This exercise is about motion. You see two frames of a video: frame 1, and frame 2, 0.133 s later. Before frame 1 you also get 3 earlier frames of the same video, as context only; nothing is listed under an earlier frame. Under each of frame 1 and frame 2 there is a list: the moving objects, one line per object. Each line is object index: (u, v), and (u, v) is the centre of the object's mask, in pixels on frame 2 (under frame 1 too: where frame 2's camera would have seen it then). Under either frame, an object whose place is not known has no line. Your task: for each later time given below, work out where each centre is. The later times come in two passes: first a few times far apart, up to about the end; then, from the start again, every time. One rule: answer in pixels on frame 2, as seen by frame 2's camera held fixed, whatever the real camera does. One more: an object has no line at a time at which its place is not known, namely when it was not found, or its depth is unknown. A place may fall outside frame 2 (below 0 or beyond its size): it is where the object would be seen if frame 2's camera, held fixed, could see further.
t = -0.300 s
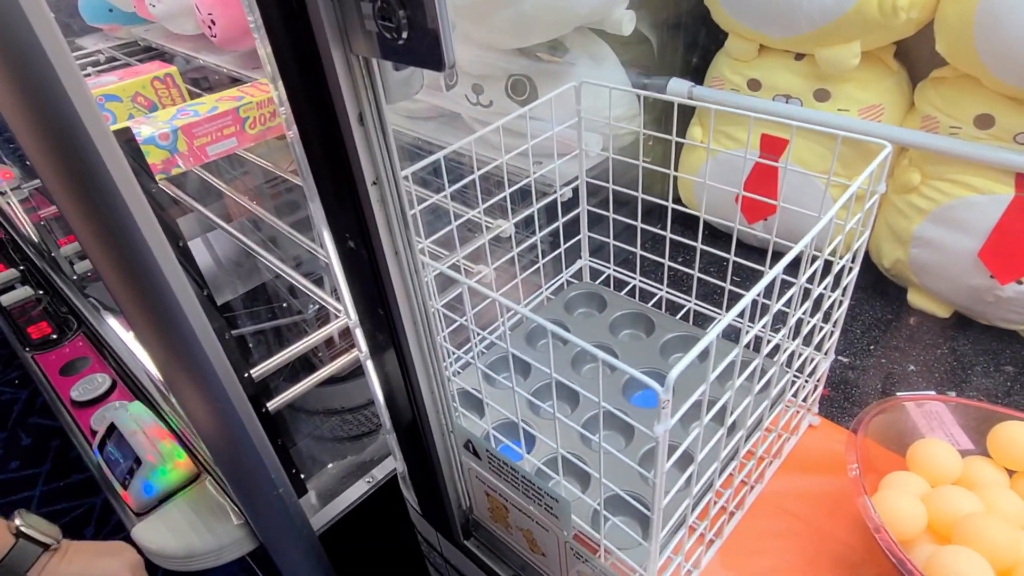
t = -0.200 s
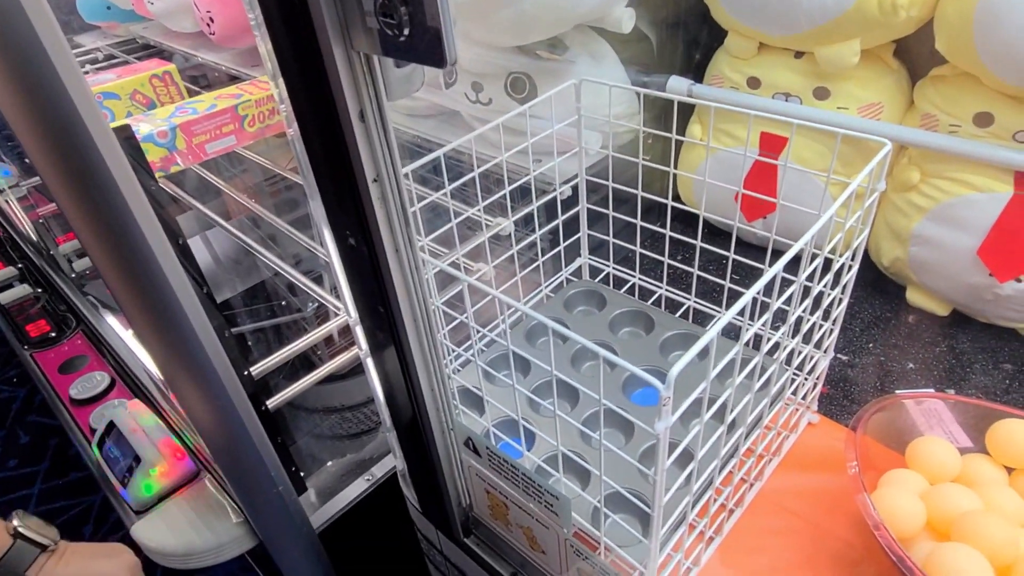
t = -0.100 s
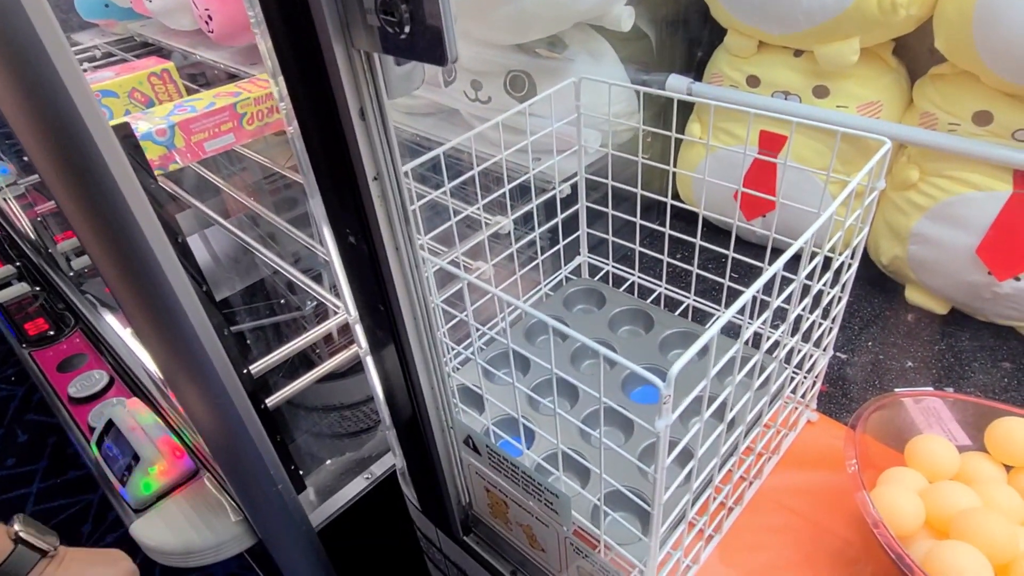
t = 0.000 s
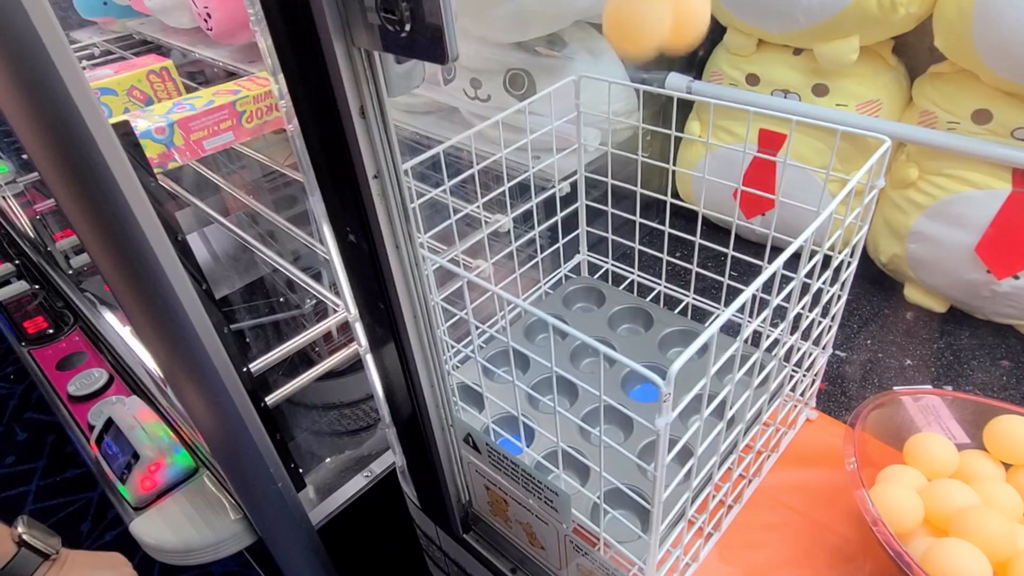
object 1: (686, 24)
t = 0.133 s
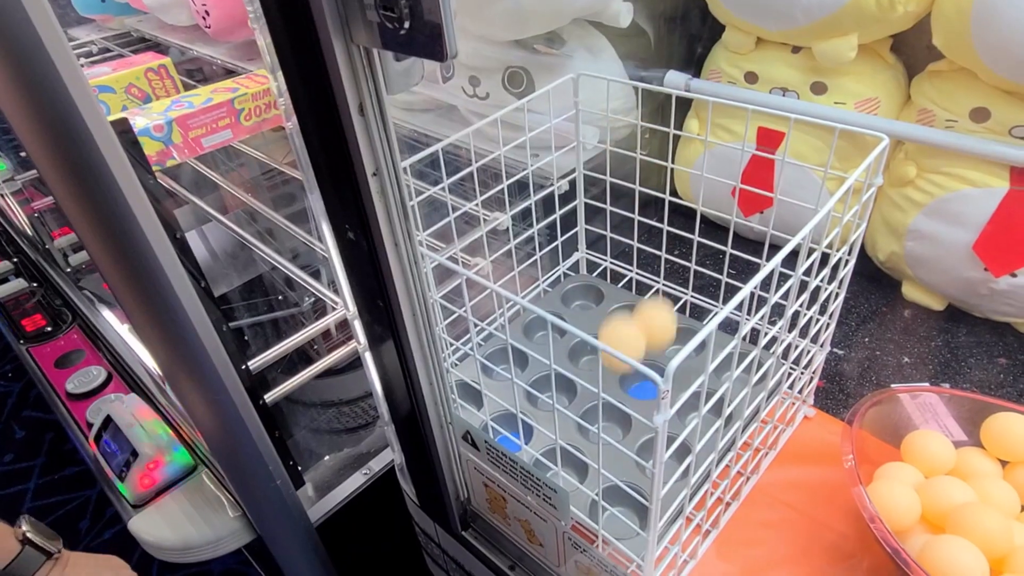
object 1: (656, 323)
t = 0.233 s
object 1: (642, 251)
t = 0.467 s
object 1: (608, 308)
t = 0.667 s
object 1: (631, 498)
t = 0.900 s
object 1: (650, 489)
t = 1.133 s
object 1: (619, 505)
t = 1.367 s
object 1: (622, 511)
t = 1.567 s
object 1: (622, 510)
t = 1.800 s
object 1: (622, 510)
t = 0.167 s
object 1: (646, 326)
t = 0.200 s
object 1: (644, 287)
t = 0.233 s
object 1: (642, 251)
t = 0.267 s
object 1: (639, 224)
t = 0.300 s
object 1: (635, 208)
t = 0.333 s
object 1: (630, 203)
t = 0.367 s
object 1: (625, 212)
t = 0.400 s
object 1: (620, 232)
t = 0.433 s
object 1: (614, 267)
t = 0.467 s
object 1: (608, 308)
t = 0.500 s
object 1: (603, 357)
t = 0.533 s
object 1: (600, 401)
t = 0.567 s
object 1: (601, 431)
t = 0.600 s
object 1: (601, 475)
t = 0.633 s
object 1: (620, 496)
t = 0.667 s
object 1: (631, 498)
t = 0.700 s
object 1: (659, 502)
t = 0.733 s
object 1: (659, 495)
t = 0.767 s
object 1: (659, 495)
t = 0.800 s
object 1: (659, 490)
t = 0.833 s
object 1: (659, 488)
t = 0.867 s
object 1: (660, 489)
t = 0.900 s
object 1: (650, 489)
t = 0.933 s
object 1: (649, 492)
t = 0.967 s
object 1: (648, 494)
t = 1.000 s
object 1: (642, 497)
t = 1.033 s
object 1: (633, 497)
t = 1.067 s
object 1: (627, 501)
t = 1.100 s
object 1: (622, 509)
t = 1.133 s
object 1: (619, 505)
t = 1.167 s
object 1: (613, 506)
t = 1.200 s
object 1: (621, 508)
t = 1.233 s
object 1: (621, 508)
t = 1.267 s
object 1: (620, 509)
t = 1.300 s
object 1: (622, 511)
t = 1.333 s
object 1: (620, 510)
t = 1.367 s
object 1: (622, 511)
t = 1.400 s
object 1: (621, 510)
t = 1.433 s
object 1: (622, 512)
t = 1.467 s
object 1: (622, 509)
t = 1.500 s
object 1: (621, 512)
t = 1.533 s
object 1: (622, 511)
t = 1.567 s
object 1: (622, 510)
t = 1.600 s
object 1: (621, 510)
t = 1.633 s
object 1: (618, 510)
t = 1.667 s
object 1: (621, 512)
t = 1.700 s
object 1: (622, 512)
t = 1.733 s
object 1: (620, 512)
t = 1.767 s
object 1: (621, 511)
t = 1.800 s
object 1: (622, 510)
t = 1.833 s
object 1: (619, 510)
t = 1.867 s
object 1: (619, 510)
